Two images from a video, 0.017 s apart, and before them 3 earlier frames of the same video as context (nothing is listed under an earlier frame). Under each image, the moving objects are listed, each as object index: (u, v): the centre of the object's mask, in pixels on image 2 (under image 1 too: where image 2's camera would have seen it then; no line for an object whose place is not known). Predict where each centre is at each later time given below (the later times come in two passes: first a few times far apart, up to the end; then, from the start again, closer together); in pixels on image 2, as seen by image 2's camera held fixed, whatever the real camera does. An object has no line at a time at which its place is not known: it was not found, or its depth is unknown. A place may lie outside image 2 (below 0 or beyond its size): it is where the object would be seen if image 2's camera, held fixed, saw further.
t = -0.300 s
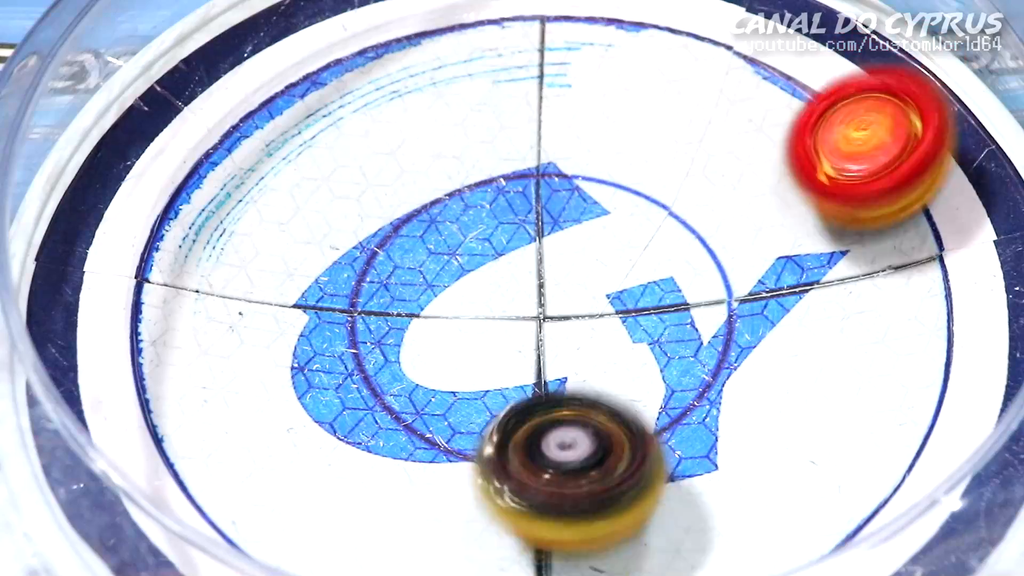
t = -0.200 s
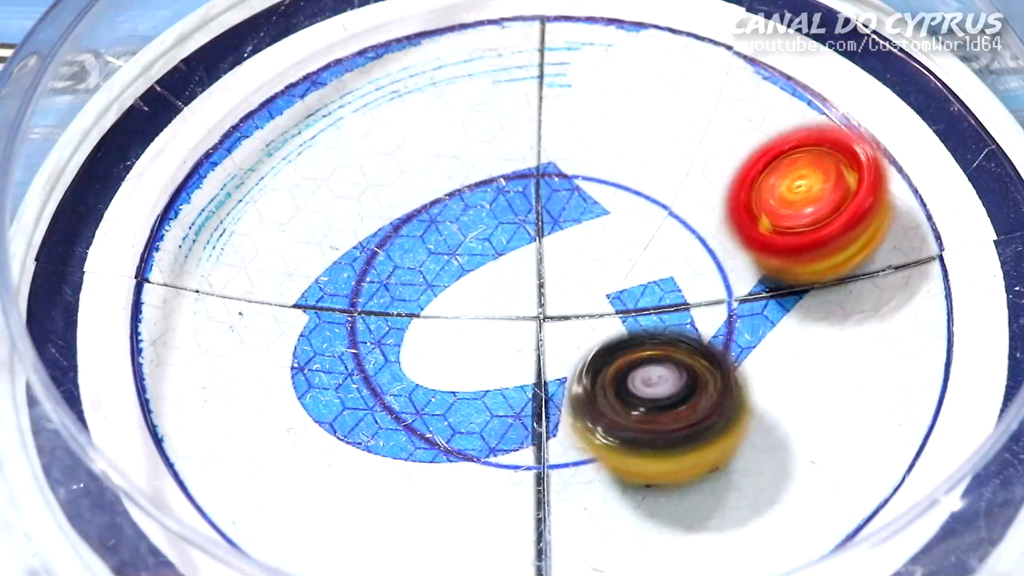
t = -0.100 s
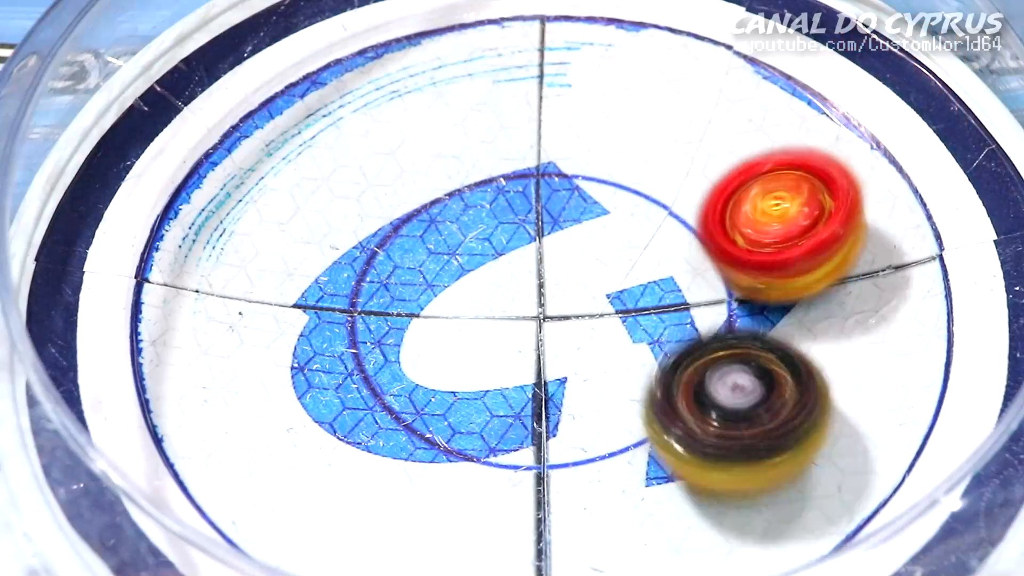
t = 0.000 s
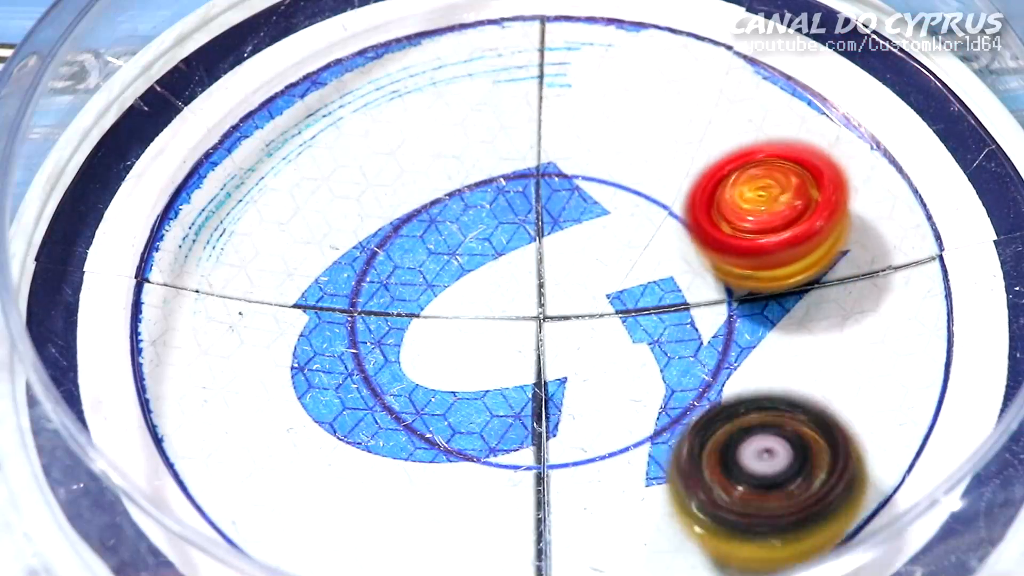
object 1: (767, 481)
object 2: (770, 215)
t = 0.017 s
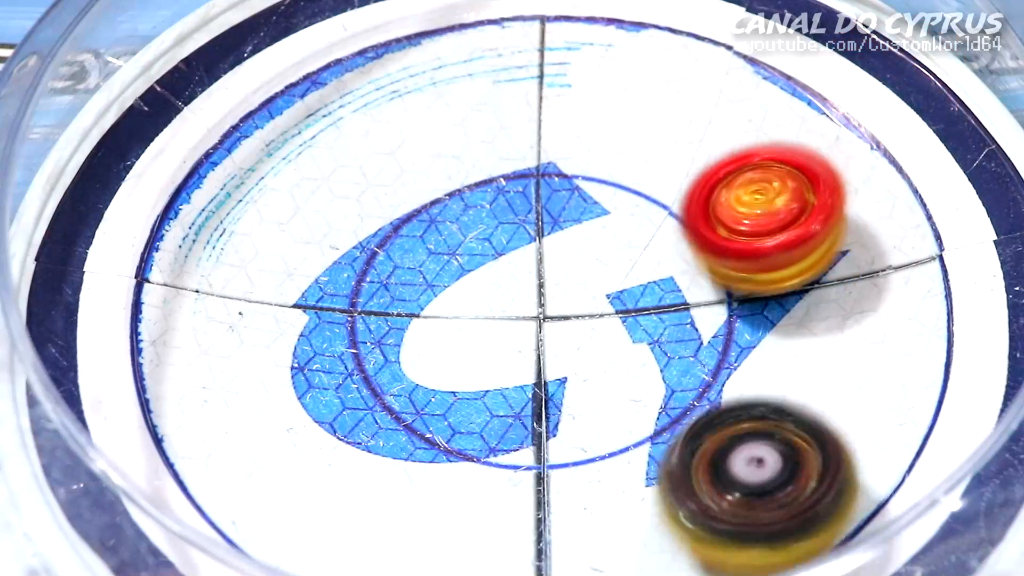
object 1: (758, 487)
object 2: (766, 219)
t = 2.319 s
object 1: (675, 285)
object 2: (603, 516)
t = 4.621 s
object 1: (465, 280)
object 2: (768, 173)
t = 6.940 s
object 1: (492, 223)
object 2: (441, 360)
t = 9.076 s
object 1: (468, 217)
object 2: (470, 385)
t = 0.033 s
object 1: (744, 492)
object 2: (762, 222)
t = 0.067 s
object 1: (707, 495)
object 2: (756, 232)
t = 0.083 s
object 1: (686, 493)
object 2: (753, 237)
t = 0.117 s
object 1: (648, 477)
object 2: (746, 247)
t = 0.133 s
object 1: (630, 463)
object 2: (742, 253)
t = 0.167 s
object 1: (608, 434)
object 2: (734, 263)
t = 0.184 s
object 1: (599, 419)
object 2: (729, 268)
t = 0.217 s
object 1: (584, 384)
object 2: (719, 276)
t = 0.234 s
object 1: (576, 371)
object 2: (716, 275)
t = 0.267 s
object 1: (556, 350)
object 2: (715, 262)
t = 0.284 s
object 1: (549, 338)
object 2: (711, 257)
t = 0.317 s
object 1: (518, 324)
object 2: (718, 239)
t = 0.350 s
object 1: (429, 333)
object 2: (768, 194)
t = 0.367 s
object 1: (394, 330)
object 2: (787, 175)
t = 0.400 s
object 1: (332, 322)
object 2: (813, 142)
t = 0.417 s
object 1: (308, 316)
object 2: (818, 127)
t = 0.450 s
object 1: (272, 297)
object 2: (816, 103)
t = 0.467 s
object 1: (259, 287)
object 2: (808, 92)
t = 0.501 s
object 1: (248, 259)
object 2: (789, 78)
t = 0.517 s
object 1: (246, 242)
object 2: (778, 72)
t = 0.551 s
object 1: (249, 209)
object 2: (755, 64)
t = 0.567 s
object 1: (253, 191)
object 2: (744, 60)
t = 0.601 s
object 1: (264, 157)
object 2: (719, 56)
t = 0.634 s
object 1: (277, 122)
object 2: (694, 53)
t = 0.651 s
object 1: (287, 108)
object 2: (680, 52)
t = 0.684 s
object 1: (310, 79)
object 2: (655, 52)
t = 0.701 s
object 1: (323, 66)
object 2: (644, 53)
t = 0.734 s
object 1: (353, 53)
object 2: (620, 54)
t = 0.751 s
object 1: (368, 49)
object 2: (608, 55)
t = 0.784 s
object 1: (404, 44)
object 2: (585, 61)
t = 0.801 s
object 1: (417, 41)
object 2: (582, 66)
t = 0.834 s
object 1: (392, 33)
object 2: (630, 93)
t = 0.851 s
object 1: (383, 29)
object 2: (648, 107)
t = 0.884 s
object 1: (379, 29)
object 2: (678, 133)
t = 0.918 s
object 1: (389, 37)
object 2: (695, 155)
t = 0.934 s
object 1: (395, 40)
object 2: (701, 164)
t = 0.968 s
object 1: (410, 47)
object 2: (708, 179)
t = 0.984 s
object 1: (416, 49)
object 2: (711, 185)
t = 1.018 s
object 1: (426, 56)
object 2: (716, 193)
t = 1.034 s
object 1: (426, 60)
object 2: (718, 197)
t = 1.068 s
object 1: (424, 76)
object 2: (722, 204)
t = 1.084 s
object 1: (425, 87)
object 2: (724, 207)
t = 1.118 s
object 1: (429, 118)
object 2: (728, 215)
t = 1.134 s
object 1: (432, 131)
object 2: (729, 220)
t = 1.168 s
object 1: (436, 161)
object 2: (732, 228)
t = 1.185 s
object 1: (436, 176)
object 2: (733, 231)
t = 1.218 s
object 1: (430, 205)
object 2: (734, 240)
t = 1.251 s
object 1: (419, 230)
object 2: (734, 248)
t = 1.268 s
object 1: (411, 240)
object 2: (733, 252)
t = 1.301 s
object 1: (395, 259)
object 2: (730, 261)
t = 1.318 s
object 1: (387, 266)
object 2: (729, 265)
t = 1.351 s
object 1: (372, 279)
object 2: (726, 273)
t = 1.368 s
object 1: (365, 286)
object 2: (723, 277)
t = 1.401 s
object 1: (348, 297)
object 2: (718, 284)
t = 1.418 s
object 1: (339, 304)
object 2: (715, 288)
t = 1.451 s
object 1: (319, 312)
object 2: (707, 294)
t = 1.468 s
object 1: (309, 318)
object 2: (702, 298)
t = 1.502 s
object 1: (287, 322)
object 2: (692, 305)
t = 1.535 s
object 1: (267, 325)
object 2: (679, 312)
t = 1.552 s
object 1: (255, 323)
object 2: (673, 316)
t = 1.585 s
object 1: (234, 321)
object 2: (661, 326)
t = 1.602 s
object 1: (225, 316)
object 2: (655, 331)
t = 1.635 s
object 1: (219, 306)
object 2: (642, 342)
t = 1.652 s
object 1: (219, 299)
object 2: (634, 347)
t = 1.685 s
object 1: (234, 285)
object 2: (620, 359)
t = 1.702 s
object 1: (246, 280)
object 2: (615, 363)
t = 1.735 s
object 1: (280, 273)
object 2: (602, 373)
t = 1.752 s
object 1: (296, 273)
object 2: (595, 377)
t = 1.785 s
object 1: (334, 279)
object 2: (583, 384)
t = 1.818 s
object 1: (366, 286)
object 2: (569, 391)
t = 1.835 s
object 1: (385, 293)
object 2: (561, 394)
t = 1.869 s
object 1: (411, 299)
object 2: (557, 404)
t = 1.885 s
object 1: (417, 299)
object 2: (562, 412)
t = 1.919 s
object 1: (435, 302)
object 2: (562, 427)
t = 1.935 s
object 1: (445, 306)
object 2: (562, 433)
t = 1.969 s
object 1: (465, 308)
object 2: (564, 445)
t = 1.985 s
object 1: (474, 309)
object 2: (563, 451)
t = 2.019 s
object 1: (494, 312)
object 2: (562, 456)
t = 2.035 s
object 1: (506, 314)
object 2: (561, 458)
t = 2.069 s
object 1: (521, 303)
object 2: (564, 489)
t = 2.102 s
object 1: (531, 283)
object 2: (567, 508)
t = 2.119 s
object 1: (537, 274)
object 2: (569, 513)
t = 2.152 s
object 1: (552, 263)
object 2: (576, 519)
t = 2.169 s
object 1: (563, 259)
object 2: (579, 521)
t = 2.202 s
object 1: (589, 256)
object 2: (589, 521)
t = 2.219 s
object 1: (604, 257)
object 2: (593, 521)
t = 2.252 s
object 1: (632, 262)
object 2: (598, 521)
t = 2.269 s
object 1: (645, 268)
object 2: (600, 520)
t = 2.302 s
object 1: (666, 279)
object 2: (602, 518)
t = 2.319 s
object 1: (675, 285)
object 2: (603, 516)
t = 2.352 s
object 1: (688, 304)
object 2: (603, 513)
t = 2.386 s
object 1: (689, 327)
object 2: (600, 508)
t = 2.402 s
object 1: (684, 339)
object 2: (600, 505)
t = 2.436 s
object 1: (666, 357)
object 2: (595, 499)
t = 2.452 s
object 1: (658, 354)
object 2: (579, 507)
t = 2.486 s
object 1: (651, 320)
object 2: (544, 527)
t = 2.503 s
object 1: (647, 305)
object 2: (530, 532)
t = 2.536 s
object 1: (640, 281)
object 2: (512, 538)
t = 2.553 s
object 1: (640, 270)
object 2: (506, 539)
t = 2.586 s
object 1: (642, 250)
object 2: (503, 539)
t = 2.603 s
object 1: (645, 240)
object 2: (503, 538)
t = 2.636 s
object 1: (648, 218)
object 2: (506, 536)
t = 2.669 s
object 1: (654, 200)
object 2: (507, 533)
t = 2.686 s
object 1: (658, 193)
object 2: (508, 531)
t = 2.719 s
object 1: (668, 178)
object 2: (507, 528)
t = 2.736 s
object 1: (673, 172)
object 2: (506, 526)
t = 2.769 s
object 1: (684, 162)
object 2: (504, 520)
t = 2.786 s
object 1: (690, 157)
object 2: (501, 516)
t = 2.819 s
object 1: (702, 154)
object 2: (498, 508)
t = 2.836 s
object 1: (707, 155)
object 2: (495, 503)
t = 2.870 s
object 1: (715, 158)
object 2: (488, 492)
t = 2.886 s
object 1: (718, 163)
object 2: (483, 484)
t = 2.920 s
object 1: (718, 172)
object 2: (470, 470)
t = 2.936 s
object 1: (715, 178)
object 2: (463, 462)
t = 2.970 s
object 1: (702, 191)
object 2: (449, 446)
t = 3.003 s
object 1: (682, 206)
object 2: (433, 429)
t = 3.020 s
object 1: (670, 210)
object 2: (426, 421)
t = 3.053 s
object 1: (643, 220)
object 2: (415, 404)
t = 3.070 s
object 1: (628, 222)
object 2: (409, 395)
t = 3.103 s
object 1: (600, 227)
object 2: (399, 379)
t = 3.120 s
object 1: (586, 229)
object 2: (394, 371)
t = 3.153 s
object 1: (560, 228)
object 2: (388, 354)
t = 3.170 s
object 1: (545, 226)
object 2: (385, 346)
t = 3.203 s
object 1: (519, 223)
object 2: (381, 329)
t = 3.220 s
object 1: (507, 219)
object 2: (379, 322)
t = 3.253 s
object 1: (513, 192)
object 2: (339, 331)
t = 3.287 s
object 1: (519, 168)
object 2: (310, 335)
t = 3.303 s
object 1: (521, 159)
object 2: (301, 332)
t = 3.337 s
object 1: (526, 142)
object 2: (289, 324)
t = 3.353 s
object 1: (529, 134)
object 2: (288, 319)
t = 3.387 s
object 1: (538, 123)
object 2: (291, 311)
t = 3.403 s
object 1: (545, 117)
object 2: (292, 307)
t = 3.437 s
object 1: (557, 109)
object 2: (297, 298)
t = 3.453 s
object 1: (563, 108)
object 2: (299, 293)
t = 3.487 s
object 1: (579, 111)
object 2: (306, 284)
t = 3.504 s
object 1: (585, 114)
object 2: (309, 279)
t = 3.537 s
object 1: (594, 128)
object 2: (318, 269)
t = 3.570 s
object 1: (599, 146)
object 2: (327, 260)
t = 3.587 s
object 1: (600, 156)
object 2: (333, 255)
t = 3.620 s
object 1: (596, 177)
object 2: (345, 247)
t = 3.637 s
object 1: (590, 190)
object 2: (351, 242)
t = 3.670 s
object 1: (580, 212)
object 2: (364, 234)
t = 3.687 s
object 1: (573, 221)
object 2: (371, 230)
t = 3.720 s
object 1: (563, 240)
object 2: (380, 221)
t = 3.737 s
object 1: (571, 251)
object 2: (372, 216)
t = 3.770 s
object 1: (577, 271)
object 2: (370, 206)
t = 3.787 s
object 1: (574, 281)
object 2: (373, 204)
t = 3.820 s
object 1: (569, 301)
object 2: (381, 199)
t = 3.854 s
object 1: (558, 321)
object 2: (389, 197)
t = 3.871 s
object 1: (553, 327)
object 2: (394, 197)
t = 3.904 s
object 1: (536, 343)
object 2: (404, 195)
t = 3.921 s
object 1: (524, 352)
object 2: (410, 195)
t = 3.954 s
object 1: (502, 363)
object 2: (422, 194)
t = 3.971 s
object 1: (488, 366)
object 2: (429, 194)
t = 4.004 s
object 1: (464, 372)
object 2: (441, 193)
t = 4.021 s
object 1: (453, 373)
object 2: (448, 193)
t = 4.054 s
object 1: (429, 370)
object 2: (461, 192)
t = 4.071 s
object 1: (417, 365)
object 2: (468, 191)
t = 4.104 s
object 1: (397, 355)
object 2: (482, 192)
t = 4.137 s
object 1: (384, 338)
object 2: (495, 193)
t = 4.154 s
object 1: (381, 330)
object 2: (503, 194)
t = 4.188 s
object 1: (380, 309)
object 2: (518, 195)
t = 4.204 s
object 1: (382, 299)
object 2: (523, 196)
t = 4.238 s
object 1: (391, 281)
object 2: (539, 198)
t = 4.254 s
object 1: (387, 279)
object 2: (553, 194)
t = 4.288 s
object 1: (368, 283)
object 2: (599, 180)
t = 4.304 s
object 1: (360, 281)
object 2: (618, 175)
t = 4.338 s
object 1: (350, 276)
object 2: (647, 168)
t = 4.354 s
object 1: (350, 274)
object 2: (659, 167)
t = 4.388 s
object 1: (354, 269)
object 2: (679, 164)
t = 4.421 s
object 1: (357, 264)
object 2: (694, 163)
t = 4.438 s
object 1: (357, 261)
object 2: (702, 163)
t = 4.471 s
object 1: (366, 257)
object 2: (716, 163)
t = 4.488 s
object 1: (377, 256)
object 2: (723, 163)
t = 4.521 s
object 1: (399, 257)
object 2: (736, 164)
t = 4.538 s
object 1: (409, 257)
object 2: (743, 165)
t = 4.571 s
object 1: (433, 262)
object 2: (754, 168)
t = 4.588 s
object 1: (443, 269)
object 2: (758, 169)
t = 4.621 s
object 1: (465, 280)
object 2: (768, 173)
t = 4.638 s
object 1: (477, 284)
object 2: (771, 176)
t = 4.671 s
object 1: (496, 297)
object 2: (777, 183)
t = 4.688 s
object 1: (504, 305)
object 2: (780, 186)
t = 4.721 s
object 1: (519, 319)
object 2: (784, 194)
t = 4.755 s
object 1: (532, 333)
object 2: (786, 203)
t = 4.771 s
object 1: (539, 342)
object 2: (787, 208)
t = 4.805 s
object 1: (549, 358)
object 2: (786, 218)
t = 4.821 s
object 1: (551, 365)
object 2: (786, 223)
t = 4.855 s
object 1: (556, 381)
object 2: (784, 234)
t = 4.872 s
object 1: (558, 389)
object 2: (783, 239)
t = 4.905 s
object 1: (558, 403)
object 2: (780, 251)
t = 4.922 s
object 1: (555, 409)
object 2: (776, 257)
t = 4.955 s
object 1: (548, 420)
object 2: (770, 267)
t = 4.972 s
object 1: (546, 425)
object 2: (766, 273)
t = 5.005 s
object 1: (538, 427)
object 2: (757, 282)
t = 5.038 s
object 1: (530, 425)
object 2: (748, 290)
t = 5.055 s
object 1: (528, 421)
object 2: (742, 294)
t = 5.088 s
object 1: (523, 415)
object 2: (727, 302)
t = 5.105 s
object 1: (519, 411)
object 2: (720, 305)
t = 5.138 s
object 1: (513, 397)
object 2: (700, 312)
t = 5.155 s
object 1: (513, 389)
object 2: (690, 316)
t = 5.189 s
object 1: (501, 378)
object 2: (683, 312)
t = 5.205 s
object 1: (491, 374)
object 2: (685, 307)
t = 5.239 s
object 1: (484, 367)
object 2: (688, 302)
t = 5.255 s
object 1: (480, 362)
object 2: (687, 300)
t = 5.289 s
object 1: (479, 346)
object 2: (677, 299)
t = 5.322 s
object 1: (482, 329)
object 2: (663, 299)
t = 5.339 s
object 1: (482, 322)
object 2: (660, 298)
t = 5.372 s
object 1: (470, 304)
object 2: (665, 293)
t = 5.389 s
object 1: (471, 295)
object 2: (665, 292)
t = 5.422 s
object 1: (474, 280)
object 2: (660, 289)
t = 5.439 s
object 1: (477, 271)
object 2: (655, 287)
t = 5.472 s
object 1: (477, 248)
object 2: (659, 287)
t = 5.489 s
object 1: (476, 240)
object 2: (663, 286)
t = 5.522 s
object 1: (484, 222)
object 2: (664, 285)
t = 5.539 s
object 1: (490, 214)
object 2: (663, 284)
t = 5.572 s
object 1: (504, 204)
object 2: (662, 281)
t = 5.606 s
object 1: (519, 192)
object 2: (658, 279)
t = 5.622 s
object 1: (528, 187)
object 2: (657, 279)
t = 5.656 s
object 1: (523, 163)
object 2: (685, 305)
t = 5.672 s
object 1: (518, 152)
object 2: (699, 317)
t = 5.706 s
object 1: (517, 135)
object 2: (716, 334)
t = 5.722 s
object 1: (521, 129)
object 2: (719, 339)
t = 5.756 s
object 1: (531, 119)
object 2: (725, 343)
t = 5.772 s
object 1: (538, 114)
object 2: (727, 343)
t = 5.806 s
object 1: (550, 103)
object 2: (730, 343)
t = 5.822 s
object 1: (555, 97)
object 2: (730, 343)
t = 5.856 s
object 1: (567, 91)
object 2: (729, 342)
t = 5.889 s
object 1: (583, 92)
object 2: (727, 342)
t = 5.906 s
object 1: (590, 95)
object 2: (725, 341)
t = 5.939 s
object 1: (604, 105)
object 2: (719, 341)
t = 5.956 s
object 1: (609, 112)
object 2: (715, 341)
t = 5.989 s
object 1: (617, 129)
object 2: (706, 340)
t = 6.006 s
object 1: (620, 137)
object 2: (702, 340)
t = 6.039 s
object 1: (620, 158)
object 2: (691, 339)
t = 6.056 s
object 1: (619, 168)
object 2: (684, 339)
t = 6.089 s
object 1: (614, 186)
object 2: (671, 338)
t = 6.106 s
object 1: (610, 196)
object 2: (665, 337)
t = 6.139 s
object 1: (601, 208)
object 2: (656, 350)
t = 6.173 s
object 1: (587, 219)
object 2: (646, 360)
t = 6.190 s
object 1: (578, 225)
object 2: (637, 364)
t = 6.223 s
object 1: (561, 231)
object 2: (628, 381)
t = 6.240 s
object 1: (551, 231)
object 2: (625, 389)
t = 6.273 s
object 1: (537, 234)
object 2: (612, 401)
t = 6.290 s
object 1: (527, 235)
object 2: (604, 406)
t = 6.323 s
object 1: (509, 239)
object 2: (589, 411)
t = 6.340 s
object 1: (498, 243)
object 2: (582, 412)
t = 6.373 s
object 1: (480, 245)
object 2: (566, 415)
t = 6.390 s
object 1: (471, 248)
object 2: (557, 416)
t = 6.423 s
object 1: (453, 249)
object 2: (541, 416)
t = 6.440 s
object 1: (446, 249)
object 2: (534, 415)
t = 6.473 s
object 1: (429, 249)
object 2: (518, 413)
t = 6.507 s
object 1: (414, 245)
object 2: (502, 410)
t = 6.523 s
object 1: (408, 243)
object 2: (496, 407)
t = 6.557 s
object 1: (395, 239)
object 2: (481, 401)
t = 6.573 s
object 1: (389, 235)
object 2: (473, 398)
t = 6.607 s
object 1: (386, 231)
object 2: (461, 390)
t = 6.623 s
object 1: (385, 229)
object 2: (457, 386)
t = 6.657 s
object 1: (385, 224)
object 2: (447, 377)
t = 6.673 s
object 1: (386, 224)
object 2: (441, 372)
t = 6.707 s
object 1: (392, 219)
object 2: (433, 362)
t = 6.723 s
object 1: (397, 217)
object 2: (432, 363)
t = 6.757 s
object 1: (408, 217)
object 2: (431, 364)
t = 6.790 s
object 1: (419, 211)
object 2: (434, 375)
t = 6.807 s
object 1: (427, 208)
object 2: (435, 377)
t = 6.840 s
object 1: (442, 208)
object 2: (435, 375)
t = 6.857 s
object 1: (449, 208)
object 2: (436, 373)
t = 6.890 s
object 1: (468, 214)
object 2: (438, 368)
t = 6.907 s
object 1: (474, 215)
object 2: (439, 365)
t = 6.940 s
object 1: (492, 223)
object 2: (441, 360)
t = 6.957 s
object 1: (501, 225)
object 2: (439, 364)
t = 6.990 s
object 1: (521, 225)
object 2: (436, 376)
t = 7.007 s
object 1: (529, 229)
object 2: (436, 378)
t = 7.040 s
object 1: (546, 236)
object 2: (438, 381)
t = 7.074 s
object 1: (561, 242)
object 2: (442, 383)
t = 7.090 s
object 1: (568, 247)
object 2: (444, 383)
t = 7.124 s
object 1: (582, 259)
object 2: (448, 384)
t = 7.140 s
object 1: (588, 268)
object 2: (451, 384)
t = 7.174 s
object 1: (596, 281)
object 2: (455, 384)
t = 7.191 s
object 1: (600, 288)
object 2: (458, 384)
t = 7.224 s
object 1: (613, 297)
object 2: (451, 388)
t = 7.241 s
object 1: (623, 300)
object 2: (442, 390)
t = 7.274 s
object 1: (637, 310)
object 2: (435, 391)
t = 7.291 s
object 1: (643, 315)
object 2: (435, 391)
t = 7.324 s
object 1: (651, 328)
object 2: (433, 393)
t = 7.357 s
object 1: (654, 339)
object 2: (433, 393)
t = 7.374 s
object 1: (655, 344)
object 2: (433, 393)
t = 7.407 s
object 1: (650, 355)
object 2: (433, 391)
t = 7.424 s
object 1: (646, 357)
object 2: (434, 391)
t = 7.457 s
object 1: (635, 362)
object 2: (437, 389)
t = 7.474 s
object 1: (628, 362)
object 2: (438, 388)
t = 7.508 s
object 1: (634, 357)
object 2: (421, 387)
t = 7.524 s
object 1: (640, 353)
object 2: (413, 386)
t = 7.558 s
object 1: (649, 347)
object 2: (407, 382)
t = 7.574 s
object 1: (652, 343)
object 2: (407, 381)
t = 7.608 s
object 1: (658, 335)
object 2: (404, 377)
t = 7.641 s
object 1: (666, 330)
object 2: (402, 373)
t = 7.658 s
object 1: (669, 324)
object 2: (404, 370)
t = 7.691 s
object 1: (672, 320)
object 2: (405, 364)
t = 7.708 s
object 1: (674, 316)
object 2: (406, 361)
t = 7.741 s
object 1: (675, 310)
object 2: (410, 356)
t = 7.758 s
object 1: (674, 306)
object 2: (411, 351)
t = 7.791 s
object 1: (673, 301)
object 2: (417, 345)
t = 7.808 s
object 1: (671, 296)
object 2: (420, 341)
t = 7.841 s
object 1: (667, 288)
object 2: (427, 333)
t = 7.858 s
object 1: (665, 284)
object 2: (432, 330)
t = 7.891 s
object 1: (659, 278)
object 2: (441, 322)
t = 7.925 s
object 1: (652, 272)
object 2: (454, 315)
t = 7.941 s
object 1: (647, 267)
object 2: (460, 313)
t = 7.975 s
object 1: (639, 260)
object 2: (468, 305)
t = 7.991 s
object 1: (644, 251)
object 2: (461, 304)
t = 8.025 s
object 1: (650, 240)
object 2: (450, 301)
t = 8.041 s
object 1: (652, 232)
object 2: (447, 299)
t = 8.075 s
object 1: (655, 221)
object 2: (451, 295)
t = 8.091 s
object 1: (654, 214)
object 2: (454, 293)
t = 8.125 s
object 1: (657, 208)
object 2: (459, 290)
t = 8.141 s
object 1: (656, 204)
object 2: (462, 289)
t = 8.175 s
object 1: (655, 200)
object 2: (468, 285)
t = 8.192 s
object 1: (654, 196)
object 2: (472, 285)
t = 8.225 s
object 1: (655, 192)
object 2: (479, 282)
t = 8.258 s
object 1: (648, 192)
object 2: (483, 281)
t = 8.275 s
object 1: (644, 194)
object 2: (485, 280)
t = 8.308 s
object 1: (634, 195)
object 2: (493, 277)
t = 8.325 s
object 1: (631, 195)
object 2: (497, 278)
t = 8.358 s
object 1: (624, 191)
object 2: (495, 283)
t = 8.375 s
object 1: (622, 190)
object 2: (493, 286)
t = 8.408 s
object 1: (614, 189)
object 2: (495, 290)
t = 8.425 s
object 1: (610, 189)
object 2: (496, 291)
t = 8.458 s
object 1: (602, 186)
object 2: (498, 296)
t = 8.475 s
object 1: (596, 186)
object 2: (498, 298)
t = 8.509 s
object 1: (584, 183)
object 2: (496, 303)
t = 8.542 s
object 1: (575, 181)
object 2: (497, 311)
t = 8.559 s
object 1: (572, 180)
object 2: (495, 314)
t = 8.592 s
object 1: (564, 178)
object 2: (494, 322)
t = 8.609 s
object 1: (562, 179)
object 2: (494, 325)
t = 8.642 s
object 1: (556, 178)
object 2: (493, 331)
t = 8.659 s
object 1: (551, 178)
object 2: (492, 334)
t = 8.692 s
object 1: (544, 179)
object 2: (489, 338)
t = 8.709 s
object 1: (542, 178)
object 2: (490, 340)
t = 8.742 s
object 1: (535, 182)
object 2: (488, 344)
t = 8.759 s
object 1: (531, 186)
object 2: (487, 346)
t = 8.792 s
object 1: (522, 195)
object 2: (486, 348)
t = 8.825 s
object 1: (512, 202)
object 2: (484, 350)
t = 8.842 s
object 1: (507, 205)
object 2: (484, 351)
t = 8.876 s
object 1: (498, 210)
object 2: (483, 352)
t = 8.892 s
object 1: (496, 210)
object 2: (480, 361)
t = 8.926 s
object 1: (488, 210)
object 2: (477, 372)
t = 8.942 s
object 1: (484, 210)
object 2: (474, 374)
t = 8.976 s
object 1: (478, 210)
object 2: (475, 377)
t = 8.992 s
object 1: (476, 212)
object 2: (474, 379)
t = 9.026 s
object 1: (472, 214)
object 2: (472, 383)
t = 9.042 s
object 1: (471, 215)
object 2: (471, 383)
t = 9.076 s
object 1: (468, 217)
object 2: (470, 385)
